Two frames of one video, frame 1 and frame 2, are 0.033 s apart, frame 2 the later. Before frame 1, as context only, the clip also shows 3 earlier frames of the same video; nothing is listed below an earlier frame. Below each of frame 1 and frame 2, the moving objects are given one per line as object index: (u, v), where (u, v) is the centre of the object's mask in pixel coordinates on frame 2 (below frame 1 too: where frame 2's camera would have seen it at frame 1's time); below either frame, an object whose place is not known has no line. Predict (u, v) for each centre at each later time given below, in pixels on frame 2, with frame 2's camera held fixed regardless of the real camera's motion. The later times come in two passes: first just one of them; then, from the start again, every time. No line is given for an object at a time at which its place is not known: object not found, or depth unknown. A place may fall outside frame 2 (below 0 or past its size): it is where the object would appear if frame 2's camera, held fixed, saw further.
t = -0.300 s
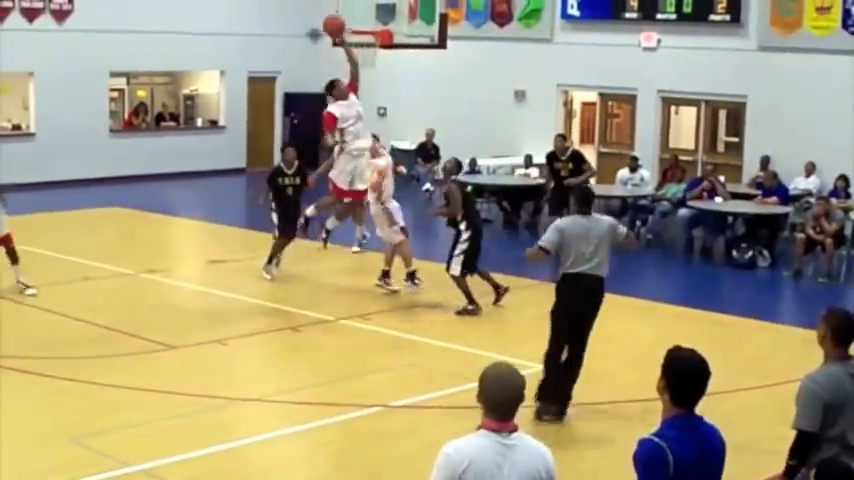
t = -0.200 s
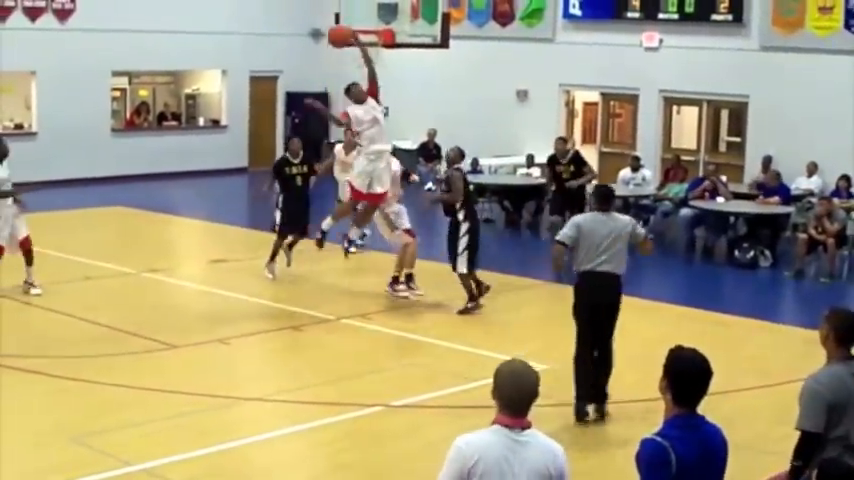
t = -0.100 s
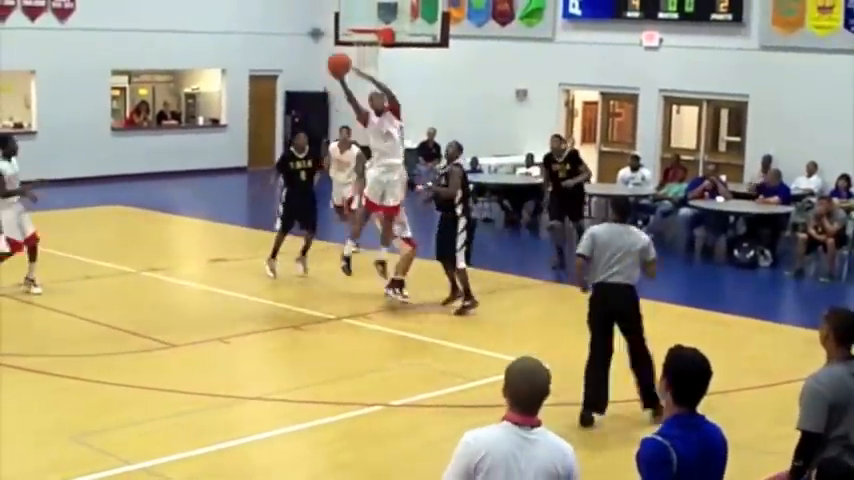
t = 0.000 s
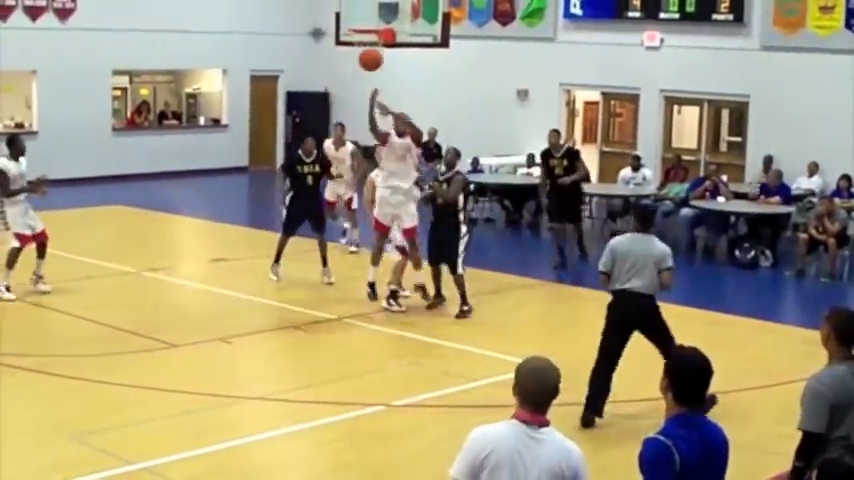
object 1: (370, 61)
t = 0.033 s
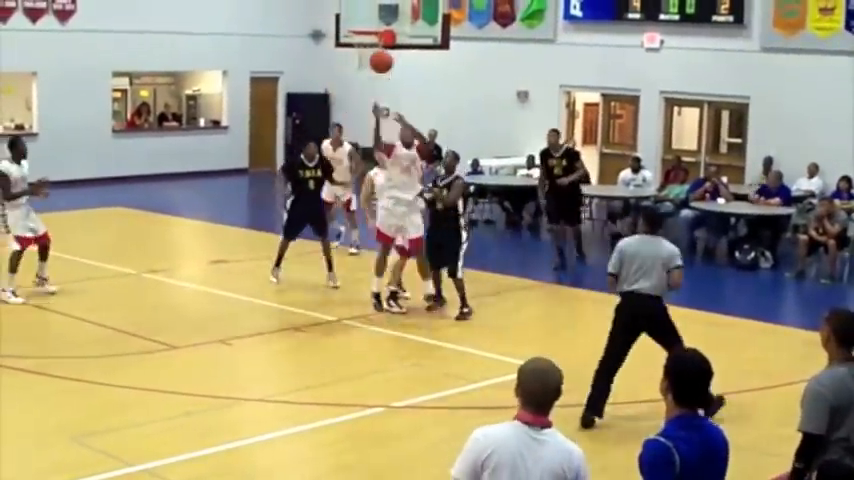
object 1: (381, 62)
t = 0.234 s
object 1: (440, 87)
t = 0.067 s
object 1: (391, 63)
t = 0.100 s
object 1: (401, 66)
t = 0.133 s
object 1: (411, 70)
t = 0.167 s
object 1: (421, 74)
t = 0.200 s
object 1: (430, 80)
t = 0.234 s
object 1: (440, 87)
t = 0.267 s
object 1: (449, 95)
